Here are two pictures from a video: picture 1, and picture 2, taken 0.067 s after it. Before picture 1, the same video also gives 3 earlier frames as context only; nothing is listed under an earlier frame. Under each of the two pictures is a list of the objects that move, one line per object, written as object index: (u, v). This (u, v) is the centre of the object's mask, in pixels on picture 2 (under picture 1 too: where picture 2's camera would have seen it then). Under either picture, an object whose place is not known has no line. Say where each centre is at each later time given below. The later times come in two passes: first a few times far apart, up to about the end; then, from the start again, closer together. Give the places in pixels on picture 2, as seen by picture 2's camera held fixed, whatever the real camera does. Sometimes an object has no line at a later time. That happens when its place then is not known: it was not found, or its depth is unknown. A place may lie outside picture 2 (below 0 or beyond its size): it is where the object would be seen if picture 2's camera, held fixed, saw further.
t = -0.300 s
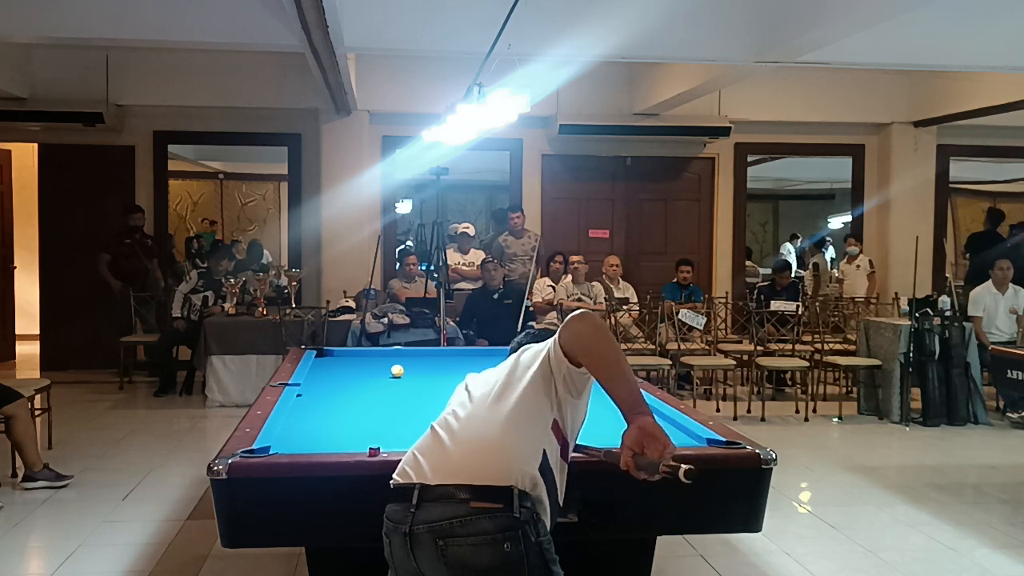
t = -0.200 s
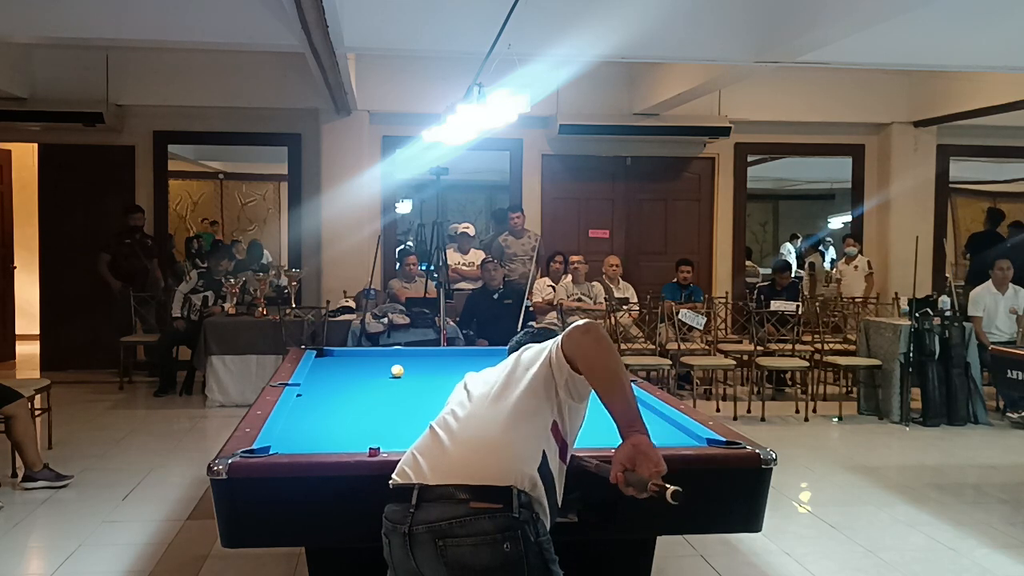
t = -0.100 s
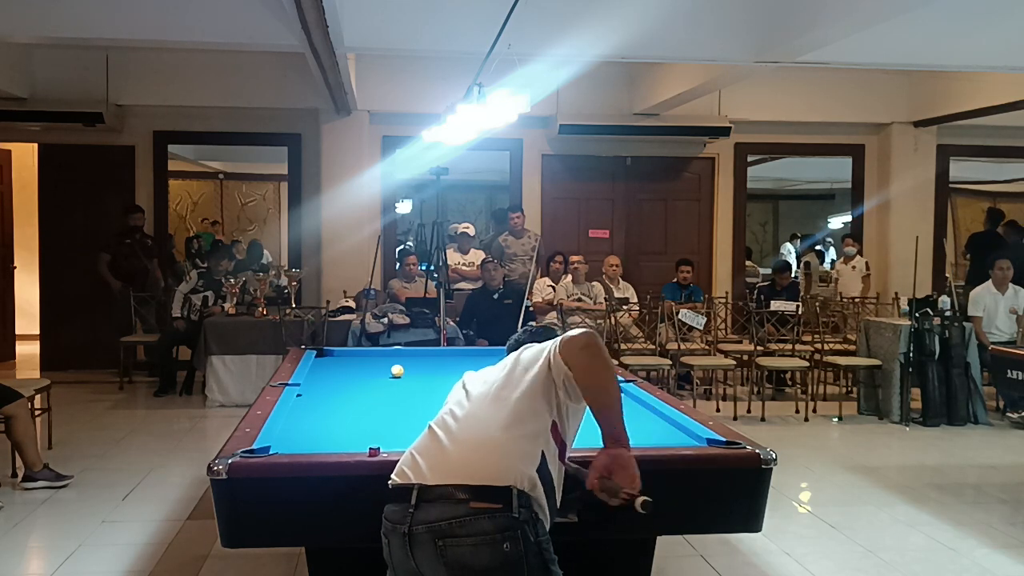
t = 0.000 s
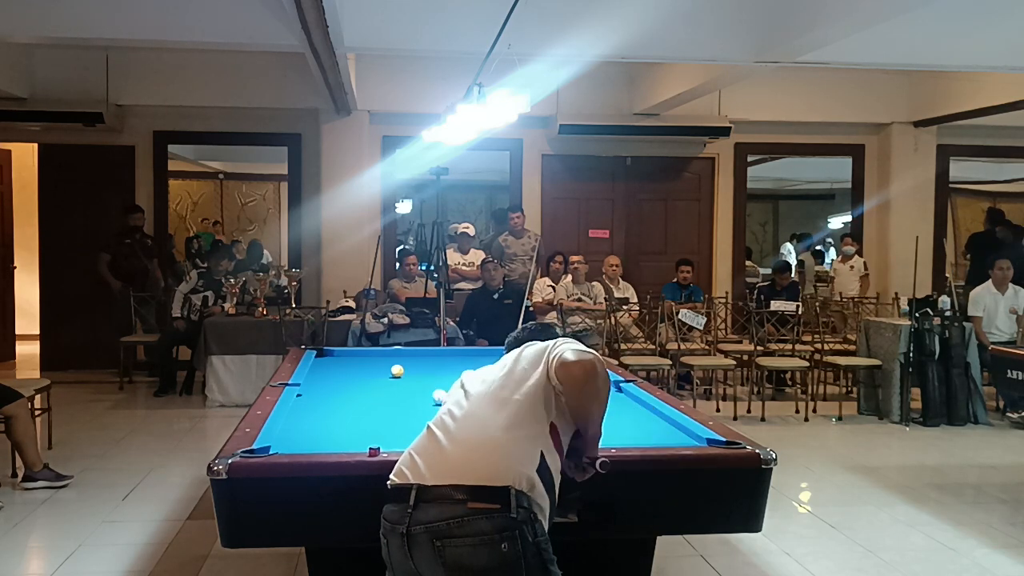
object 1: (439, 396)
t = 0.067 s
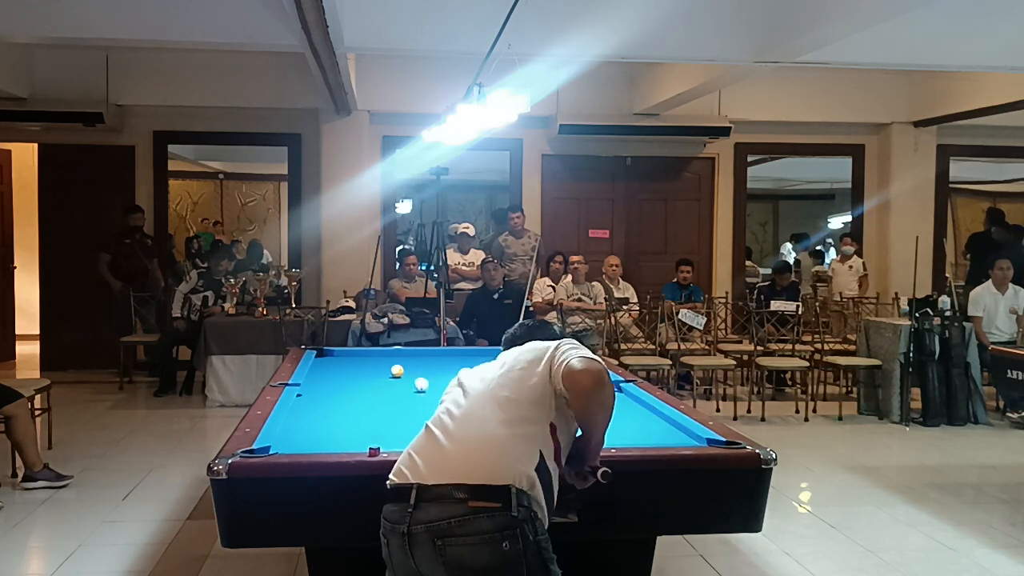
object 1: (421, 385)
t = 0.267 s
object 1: (428, 370)
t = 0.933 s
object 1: (537, 368)
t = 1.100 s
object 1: (559, 367)
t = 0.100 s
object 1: (413, 379)
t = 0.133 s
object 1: (406, 374)
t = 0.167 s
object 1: (407, 371)
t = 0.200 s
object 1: (414, 371)
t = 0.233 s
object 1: (421, 371)
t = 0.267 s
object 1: (428, 370)
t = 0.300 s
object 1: (434, 370)
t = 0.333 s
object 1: (440, 369)
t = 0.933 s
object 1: (537, 368)
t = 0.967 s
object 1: (540, 367)
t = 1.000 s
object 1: (545, 367)
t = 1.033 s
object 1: (550, 367)
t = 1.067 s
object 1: (555, 367)
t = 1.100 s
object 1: (559, 367)
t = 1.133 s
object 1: (564, 367)
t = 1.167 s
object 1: (569, 367)
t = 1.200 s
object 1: (574, 367)
